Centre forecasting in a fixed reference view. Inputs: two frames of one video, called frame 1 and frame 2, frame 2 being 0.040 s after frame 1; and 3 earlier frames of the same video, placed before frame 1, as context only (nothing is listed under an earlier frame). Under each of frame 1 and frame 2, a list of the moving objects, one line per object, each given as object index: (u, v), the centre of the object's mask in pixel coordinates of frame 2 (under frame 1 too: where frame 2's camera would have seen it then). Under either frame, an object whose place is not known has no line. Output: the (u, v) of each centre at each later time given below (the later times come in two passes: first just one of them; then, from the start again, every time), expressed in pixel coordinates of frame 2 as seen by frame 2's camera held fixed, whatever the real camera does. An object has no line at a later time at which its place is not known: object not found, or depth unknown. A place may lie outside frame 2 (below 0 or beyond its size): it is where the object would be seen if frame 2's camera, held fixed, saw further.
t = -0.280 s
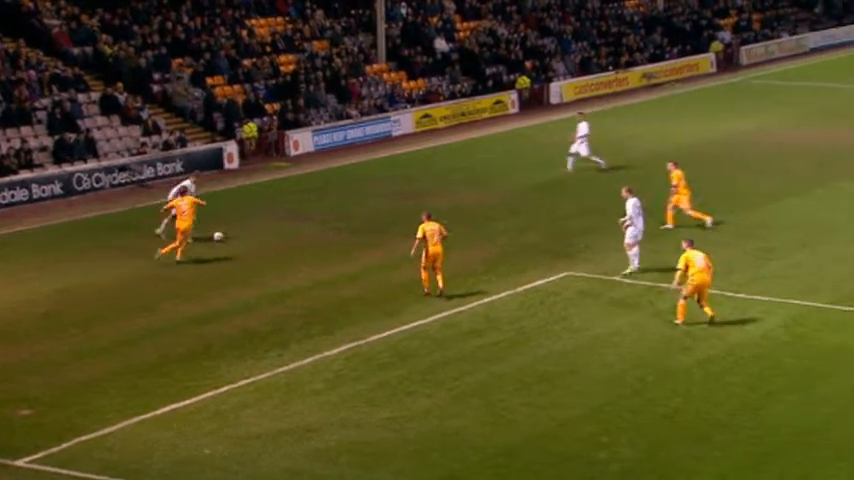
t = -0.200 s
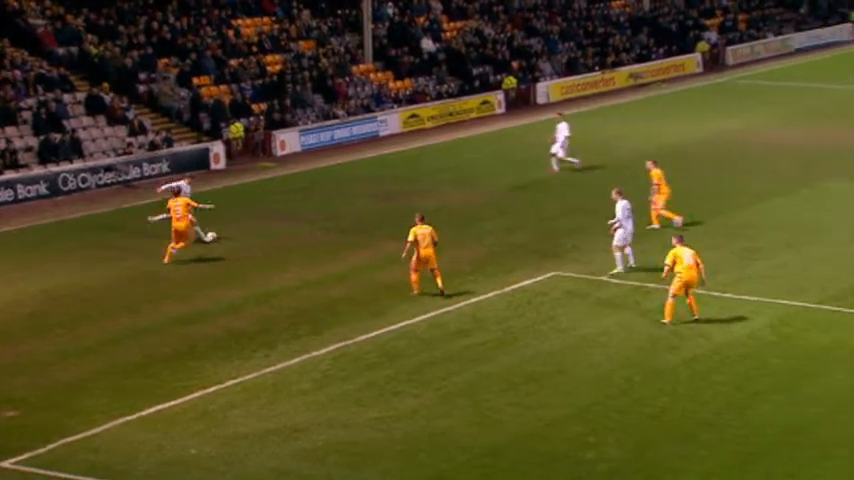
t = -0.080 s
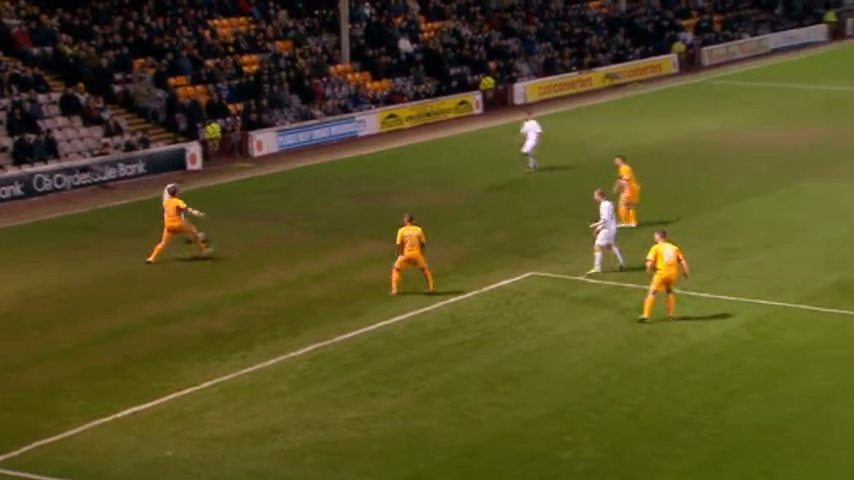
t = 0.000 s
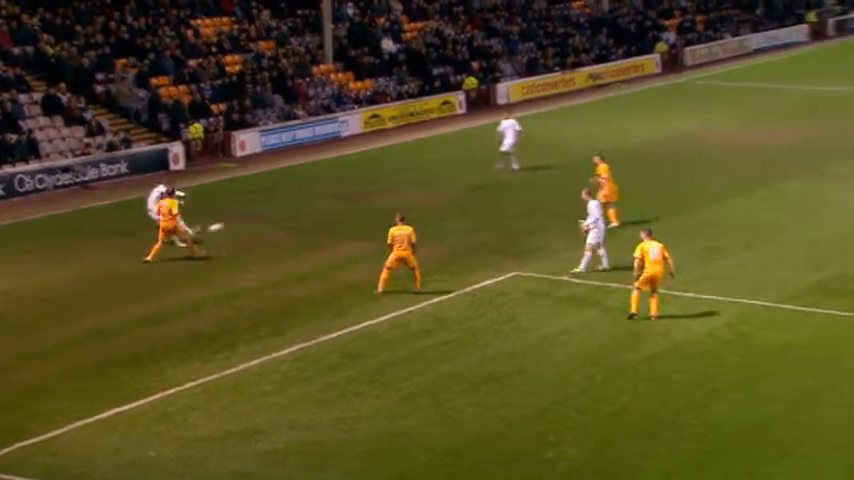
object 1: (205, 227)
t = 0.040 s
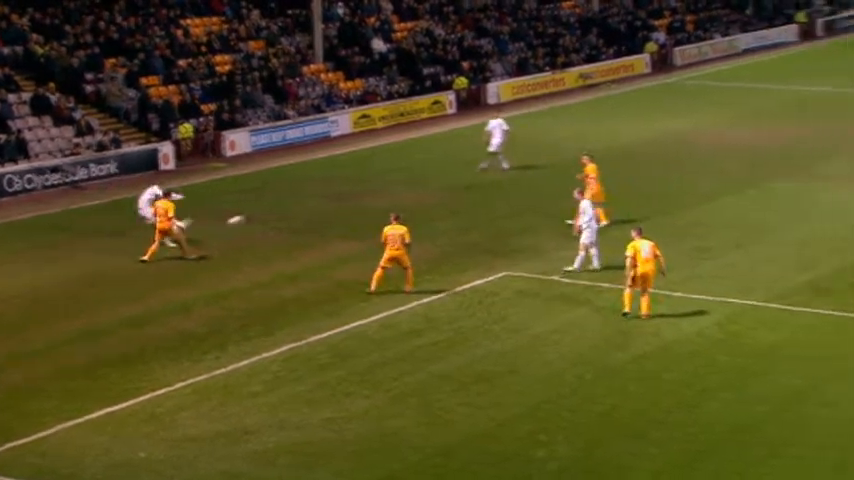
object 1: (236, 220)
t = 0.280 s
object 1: (418, 186)
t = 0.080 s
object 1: (266, 213)
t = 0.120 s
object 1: (296, 206)
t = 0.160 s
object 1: (327, 201)
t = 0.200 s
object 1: (357, 195)
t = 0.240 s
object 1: (388, 190)
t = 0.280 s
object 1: (418, 186)
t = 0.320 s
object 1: (449, 182)
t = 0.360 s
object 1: (478, 179)
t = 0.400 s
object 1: (509, 177)
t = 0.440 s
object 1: (539, 175)
